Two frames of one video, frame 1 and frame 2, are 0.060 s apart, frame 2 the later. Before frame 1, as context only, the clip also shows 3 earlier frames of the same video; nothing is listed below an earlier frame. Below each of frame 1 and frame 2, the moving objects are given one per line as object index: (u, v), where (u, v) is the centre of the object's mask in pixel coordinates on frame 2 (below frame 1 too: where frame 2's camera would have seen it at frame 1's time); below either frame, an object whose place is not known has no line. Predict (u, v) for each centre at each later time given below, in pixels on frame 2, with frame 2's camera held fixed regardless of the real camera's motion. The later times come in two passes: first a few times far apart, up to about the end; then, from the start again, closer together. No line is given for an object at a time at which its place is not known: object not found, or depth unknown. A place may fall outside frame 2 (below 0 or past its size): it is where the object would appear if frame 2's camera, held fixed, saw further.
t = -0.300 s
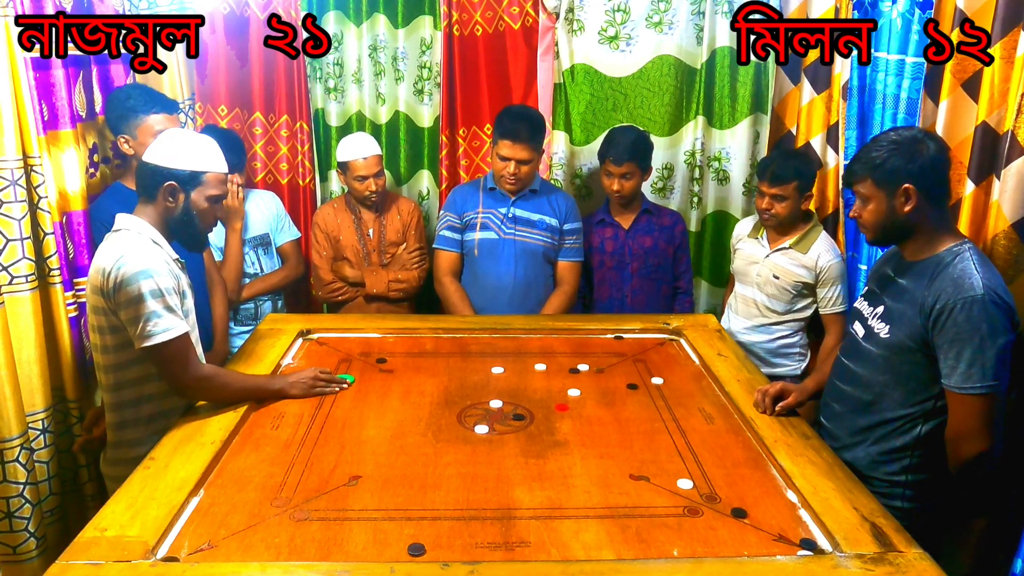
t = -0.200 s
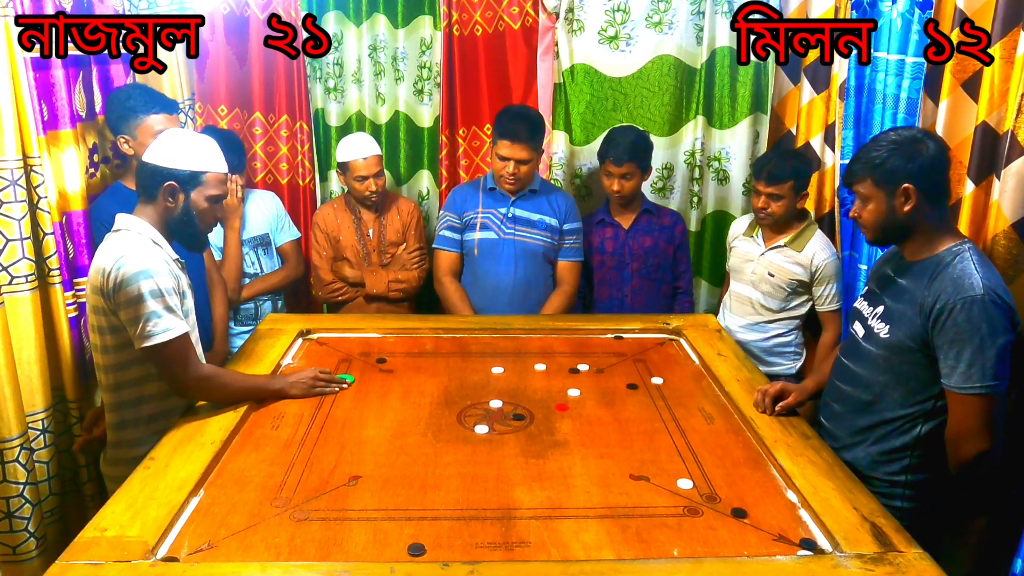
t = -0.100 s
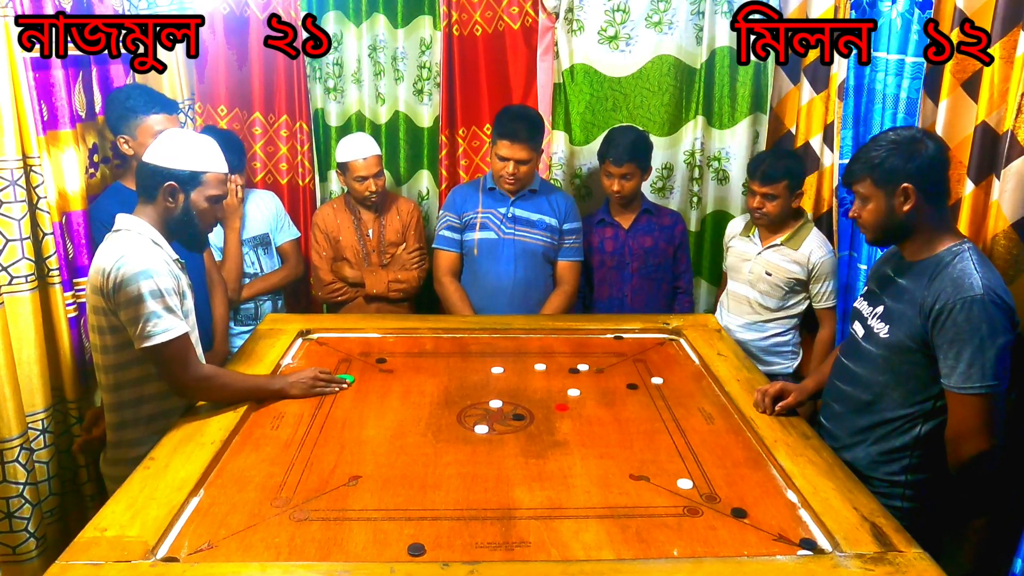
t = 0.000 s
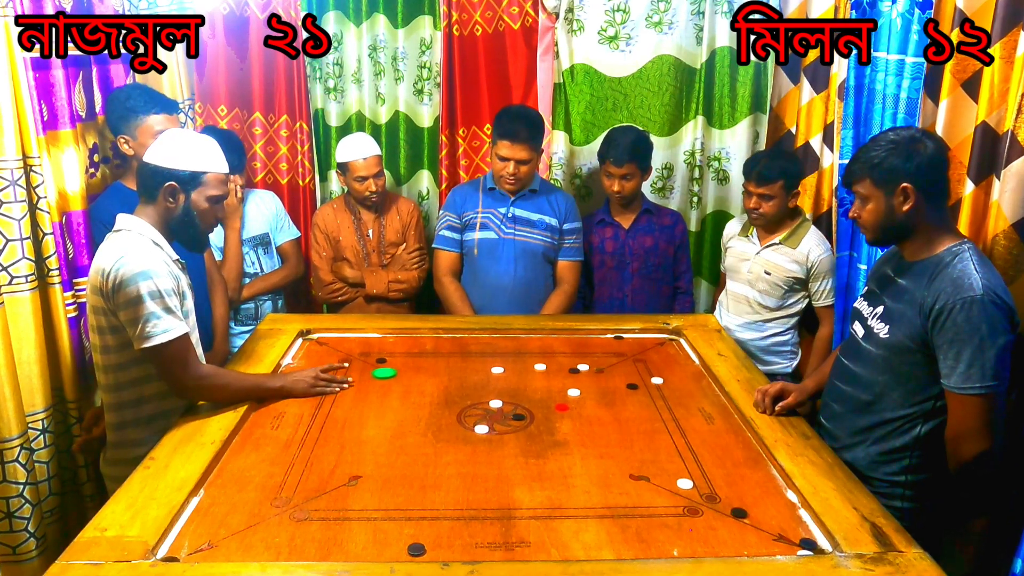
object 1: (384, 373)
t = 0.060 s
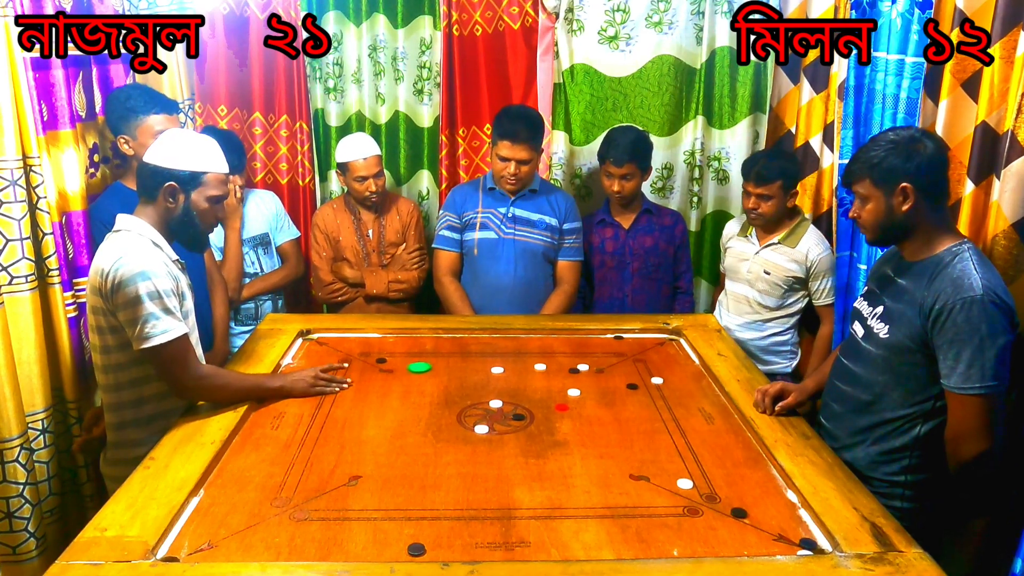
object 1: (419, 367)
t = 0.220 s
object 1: (500, 355)
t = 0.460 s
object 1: (595, 340)
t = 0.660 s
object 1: (639, 340)
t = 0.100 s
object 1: (441, 364)
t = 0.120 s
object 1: (451, 362)
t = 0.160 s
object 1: (471, 359)
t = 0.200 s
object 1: (491, 356)
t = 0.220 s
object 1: (500, 355)
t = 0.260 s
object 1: (518, 352)
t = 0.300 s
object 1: (535, 349)
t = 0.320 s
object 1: (543, 348)
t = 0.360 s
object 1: (559, 346)
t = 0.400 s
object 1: (574, 343)
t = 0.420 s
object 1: (581, 343)
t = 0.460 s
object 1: (595, 340)
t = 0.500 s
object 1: (607, 338)
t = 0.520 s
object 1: (612, 338)
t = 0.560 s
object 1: (620, 339)
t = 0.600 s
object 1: (628, 339)
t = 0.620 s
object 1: (632, 339)
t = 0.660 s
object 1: (639, 340)
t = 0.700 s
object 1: (646, 340)
